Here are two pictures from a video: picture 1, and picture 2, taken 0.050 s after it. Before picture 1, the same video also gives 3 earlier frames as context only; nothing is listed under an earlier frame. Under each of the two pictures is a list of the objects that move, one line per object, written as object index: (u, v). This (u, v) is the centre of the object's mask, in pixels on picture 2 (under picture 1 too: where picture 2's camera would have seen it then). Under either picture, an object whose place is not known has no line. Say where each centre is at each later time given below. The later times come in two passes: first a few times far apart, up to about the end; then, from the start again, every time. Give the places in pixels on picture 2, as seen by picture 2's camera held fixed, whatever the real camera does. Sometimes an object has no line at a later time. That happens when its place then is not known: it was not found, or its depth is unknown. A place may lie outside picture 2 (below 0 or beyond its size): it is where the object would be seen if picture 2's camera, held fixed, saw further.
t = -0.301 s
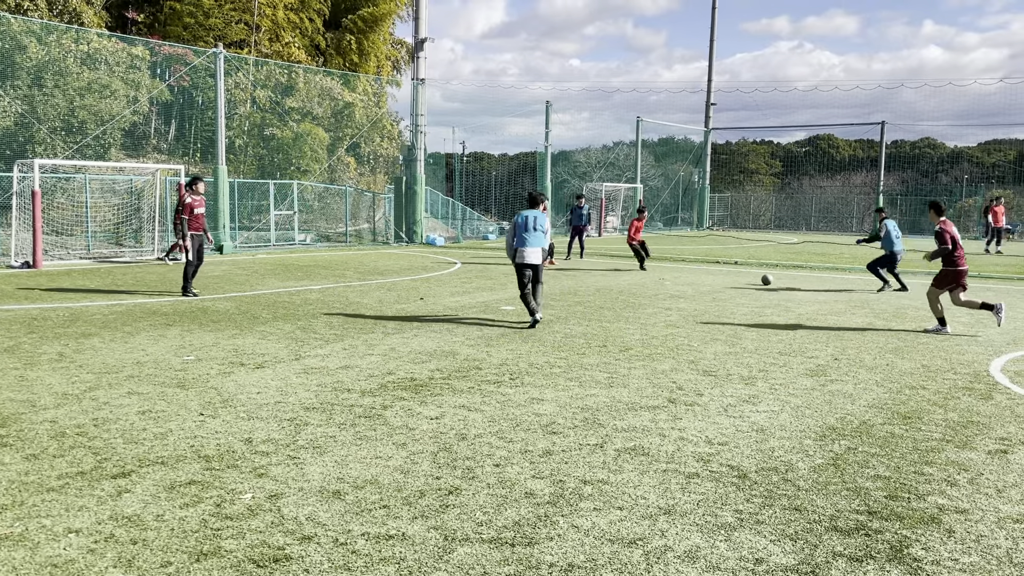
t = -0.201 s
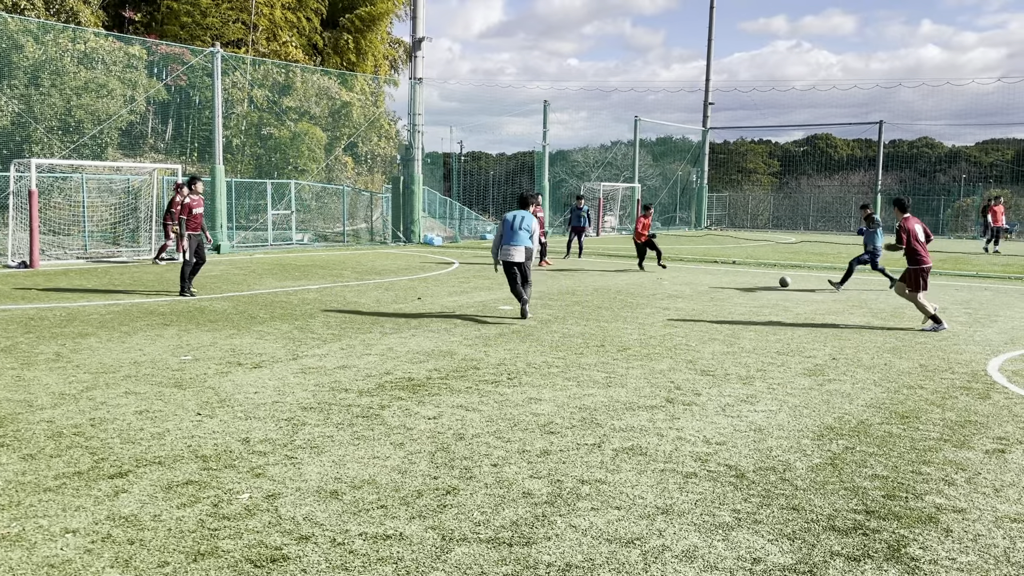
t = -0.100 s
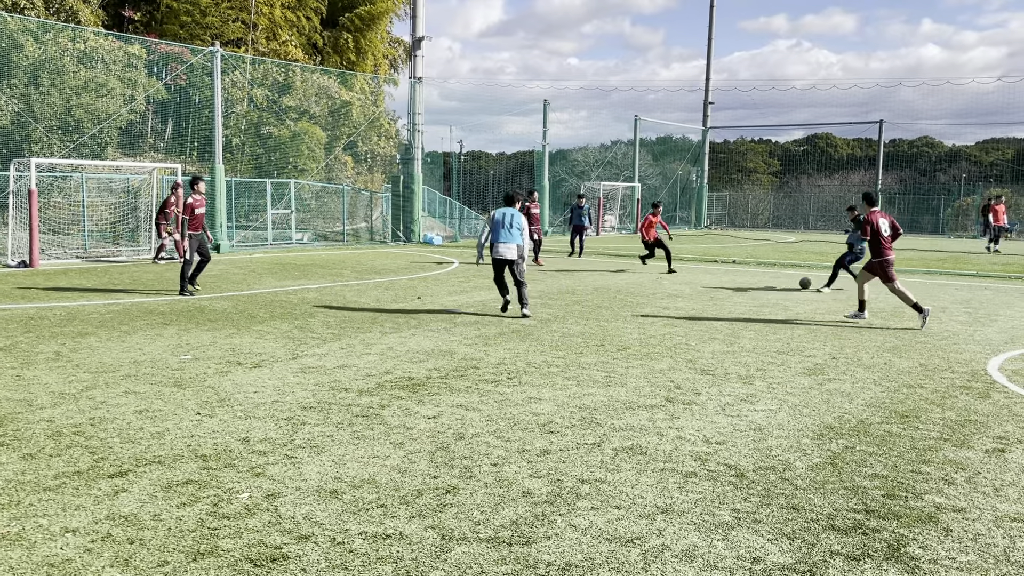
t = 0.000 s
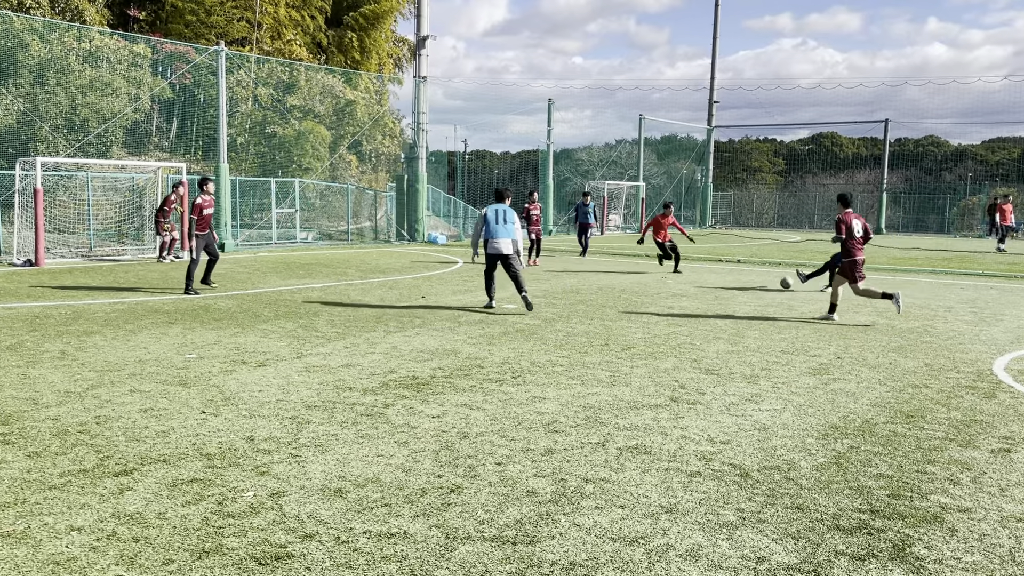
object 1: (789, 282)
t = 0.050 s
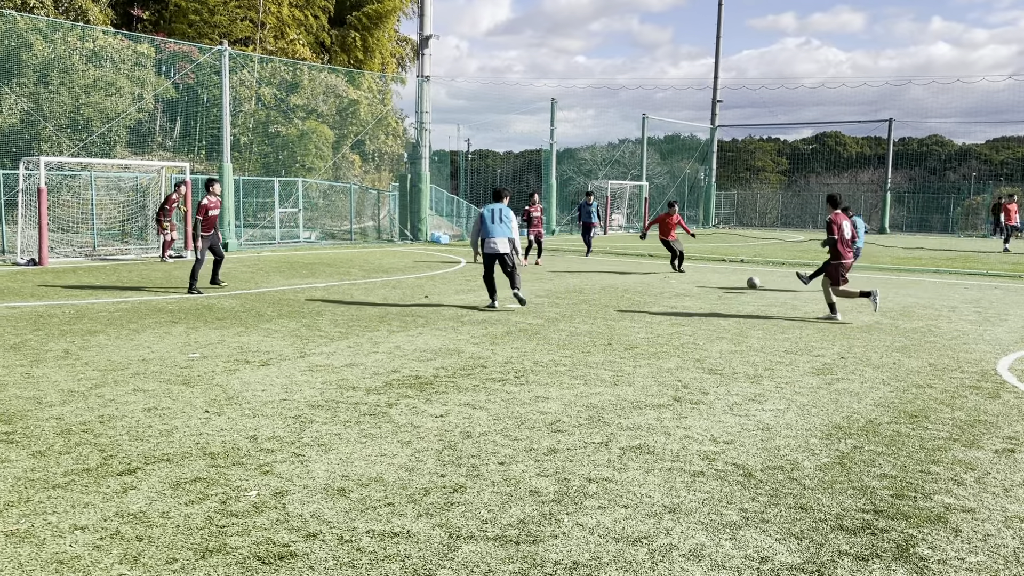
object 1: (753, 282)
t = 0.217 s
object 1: (624, 294)
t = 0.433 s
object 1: (441, 306)
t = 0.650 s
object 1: (230, 320)
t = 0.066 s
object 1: (741, 283)
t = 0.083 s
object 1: (728, 283)
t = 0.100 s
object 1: (716, 284)
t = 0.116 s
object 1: (703, 285)
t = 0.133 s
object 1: (690, 286)
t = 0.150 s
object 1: (677, 288)
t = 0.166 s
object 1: (664, 289)
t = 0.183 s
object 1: (650, 291)
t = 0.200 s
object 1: (636, 293)
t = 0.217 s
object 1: (624, 294)
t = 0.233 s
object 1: (611, 294)
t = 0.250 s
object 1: (598, 294)
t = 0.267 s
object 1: (585, 294)
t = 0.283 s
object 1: (572, 294)
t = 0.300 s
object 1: (558, 295)
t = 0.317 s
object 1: (544, 295)
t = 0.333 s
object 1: (530, 296)
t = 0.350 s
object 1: (515, 297)
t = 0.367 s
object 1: (501, 299)
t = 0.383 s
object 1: (486, 300)
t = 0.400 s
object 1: (471, 302)
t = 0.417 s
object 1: (456, 305)
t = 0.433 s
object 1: (441, 306)
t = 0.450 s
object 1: (426, 307)
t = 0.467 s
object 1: (411, 307)
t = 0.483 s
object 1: (395, 307)
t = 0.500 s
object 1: (380, 308)
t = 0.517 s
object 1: (364, 310)
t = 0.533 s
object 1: (348, 312)
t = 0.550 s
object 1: (332, 314)
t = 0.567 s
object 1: (315, 316)
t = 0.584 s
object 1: (299, 316)
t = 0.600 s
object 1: (282, 317)
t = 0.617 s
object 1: (265, 317)
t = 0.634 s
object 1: (248, 319)
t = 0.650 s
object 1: (230, 320)
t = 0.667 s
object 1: (213, 321)
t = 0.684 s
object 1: (194, 323)
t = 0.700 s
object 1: (176, 324)
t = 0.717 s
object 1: (158, 325)
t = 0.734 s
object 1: (139, 326)
